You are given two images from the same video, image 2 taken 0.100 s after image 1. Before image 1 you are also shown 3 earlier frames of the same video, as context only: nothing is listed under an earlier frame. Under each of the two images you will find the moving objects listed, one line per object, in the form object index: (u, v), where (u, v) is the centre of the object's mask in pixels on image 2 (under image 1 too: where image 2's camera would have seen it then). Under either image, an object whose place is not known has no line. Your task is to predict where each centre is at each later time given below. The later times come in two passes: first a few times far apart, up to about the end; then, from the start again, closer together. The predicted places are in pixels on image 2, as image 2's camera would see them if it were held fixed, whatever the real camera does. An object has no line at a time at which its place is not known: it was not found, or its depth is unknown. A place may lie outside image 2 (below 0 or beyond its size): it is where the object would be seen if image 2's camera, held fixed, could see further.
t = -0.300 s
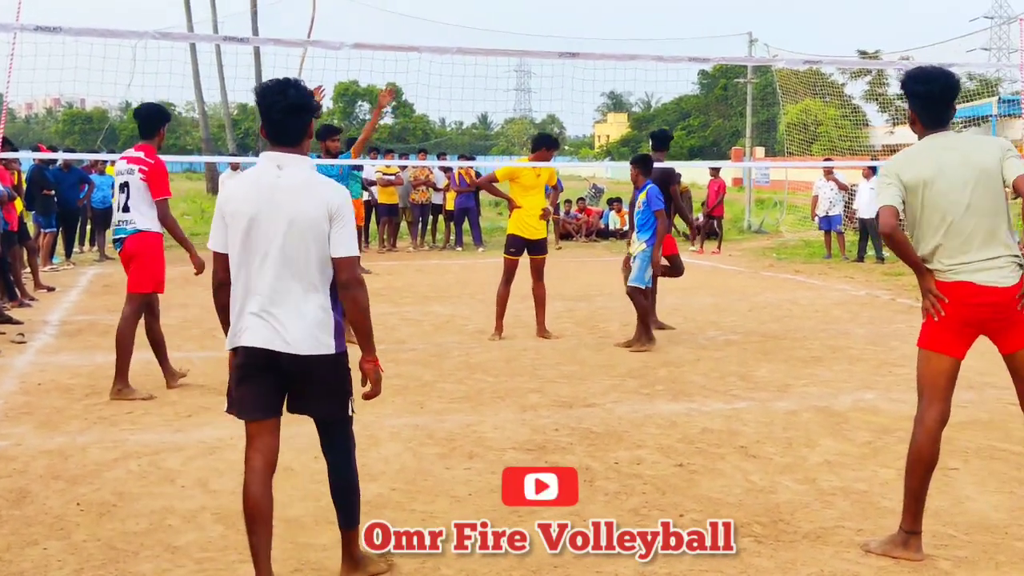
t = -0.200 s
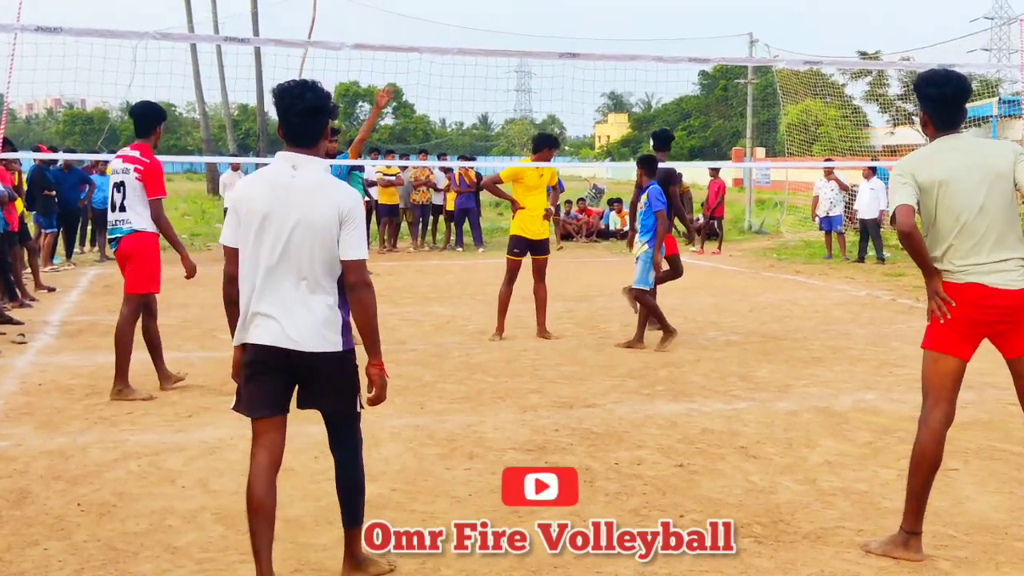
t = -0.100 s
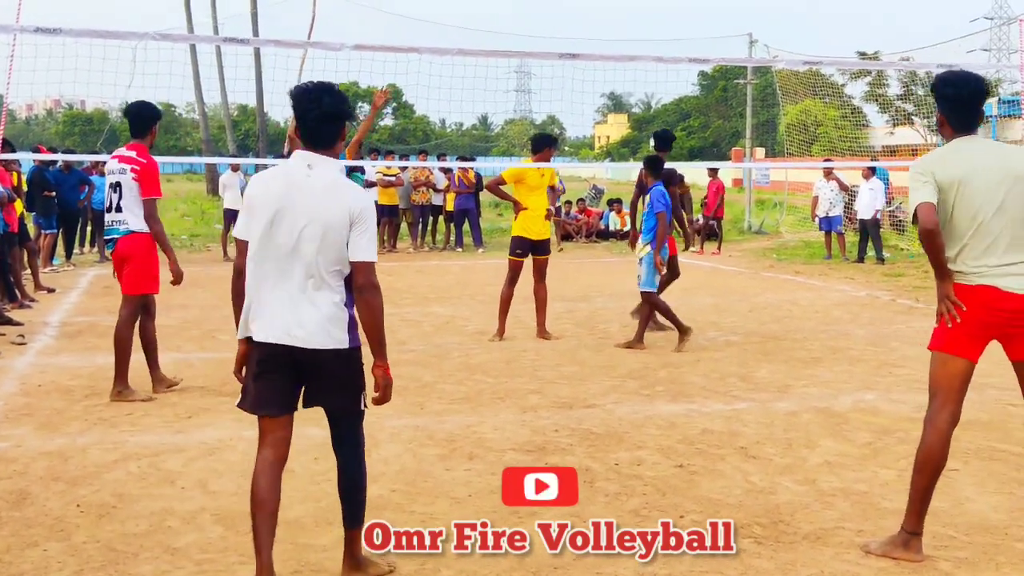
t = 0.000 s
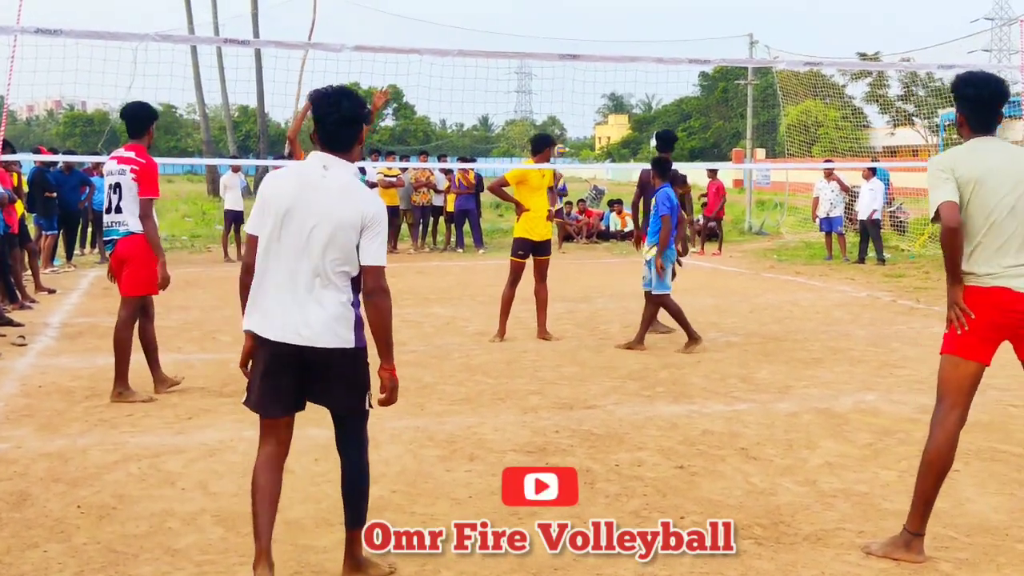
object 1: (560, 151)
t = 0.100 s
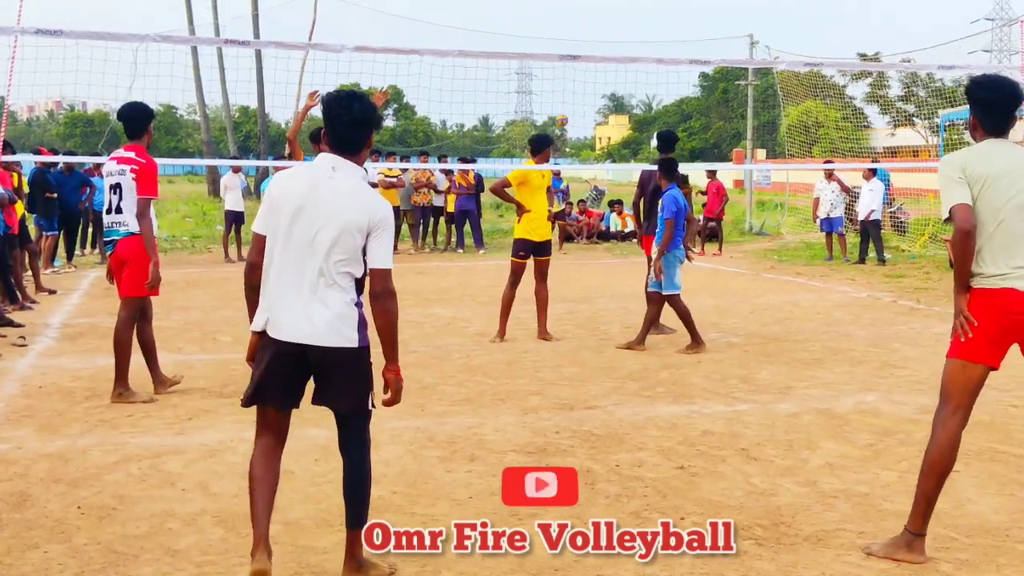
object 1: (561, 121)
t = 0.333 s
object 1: (567, 53)
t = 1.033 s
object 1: (576, 52)
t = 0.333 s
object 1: (567, 53)
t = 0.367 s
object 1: (567, 47)
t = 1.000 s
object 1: (576, 48)
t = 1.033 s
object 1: (576, 52)
